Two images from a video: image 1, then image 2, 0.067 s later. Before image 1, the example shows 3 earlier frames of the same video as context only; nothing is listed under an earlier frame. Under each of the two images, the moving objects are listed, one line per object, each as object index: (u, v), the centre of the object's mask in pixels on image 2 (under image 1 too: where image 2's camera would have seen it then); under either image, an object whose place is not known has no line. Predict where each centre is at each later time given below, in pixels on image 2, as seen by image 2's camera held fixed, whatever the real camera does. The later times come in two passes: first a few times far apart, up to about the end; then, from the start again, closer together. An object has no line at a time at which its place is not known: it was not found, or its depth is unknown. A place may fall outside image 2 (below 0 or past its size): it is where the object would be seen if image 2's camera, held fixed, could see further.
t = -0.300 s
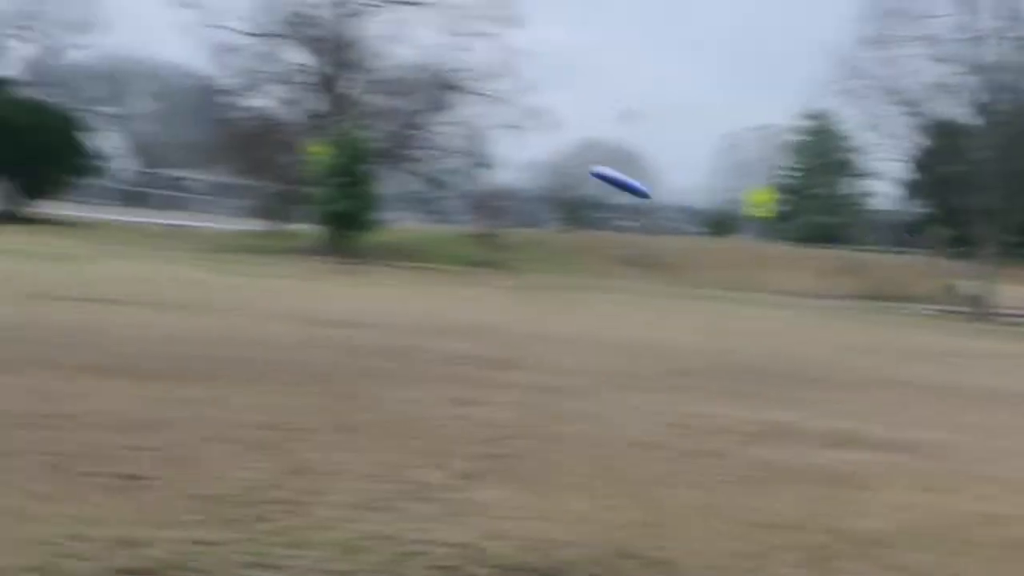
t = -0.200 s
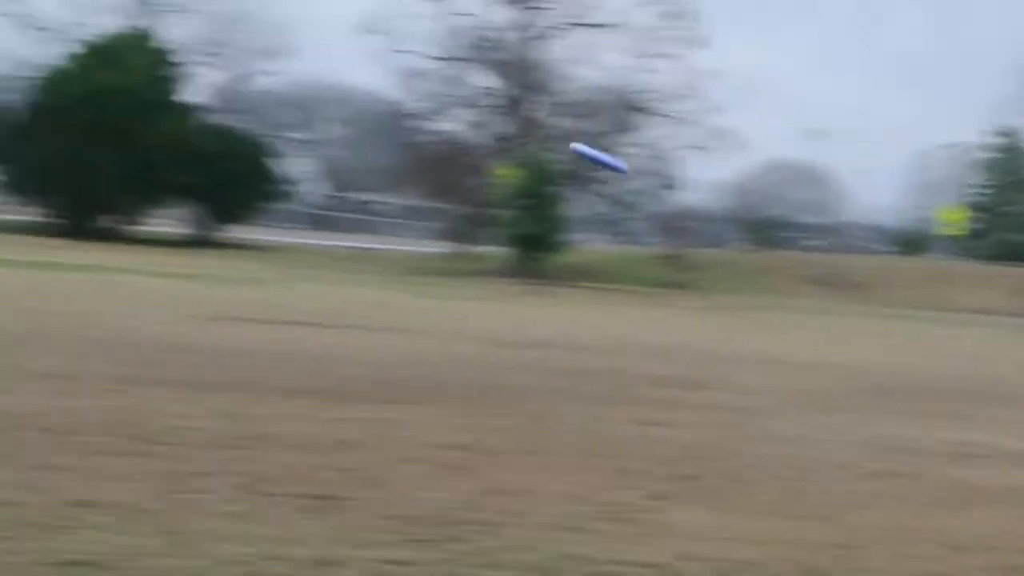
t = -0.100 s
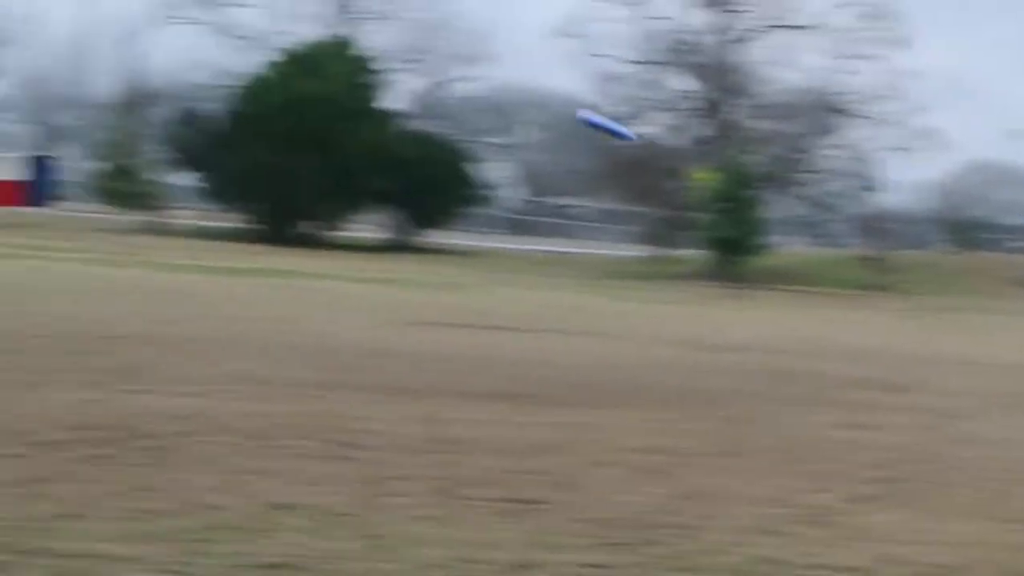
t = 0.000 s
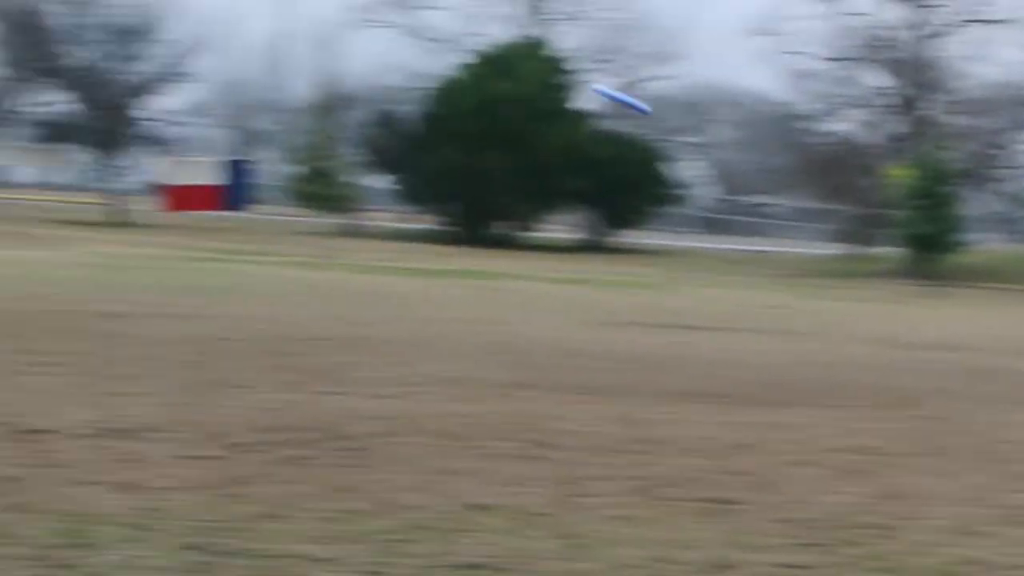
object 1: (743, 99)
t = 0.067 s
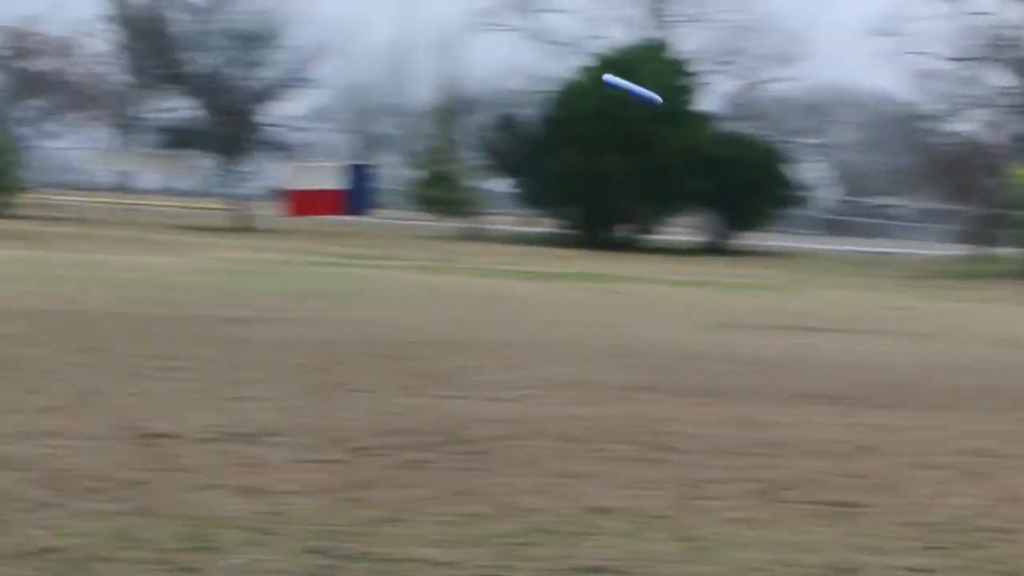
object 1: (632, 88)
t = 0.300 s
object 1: (299, 73)
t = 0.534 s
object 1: (25, 87)
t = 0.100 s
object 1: (581, 85)
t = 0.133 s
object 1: (530, 81)
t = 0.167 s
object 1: (481, 78)
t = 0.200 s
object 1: (435, 76)
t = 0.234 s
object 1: (388, 74)
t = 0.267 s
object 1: (344, 73)
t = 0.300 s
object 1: (299, 73)
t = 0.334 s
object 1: (257, 73)
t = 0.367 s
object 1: (215, 73)
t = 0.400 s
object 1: (176, 76)
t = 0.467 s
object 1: (98, 80)
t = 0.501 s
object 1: (61, 84)
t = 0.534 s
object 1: (25, 87)
